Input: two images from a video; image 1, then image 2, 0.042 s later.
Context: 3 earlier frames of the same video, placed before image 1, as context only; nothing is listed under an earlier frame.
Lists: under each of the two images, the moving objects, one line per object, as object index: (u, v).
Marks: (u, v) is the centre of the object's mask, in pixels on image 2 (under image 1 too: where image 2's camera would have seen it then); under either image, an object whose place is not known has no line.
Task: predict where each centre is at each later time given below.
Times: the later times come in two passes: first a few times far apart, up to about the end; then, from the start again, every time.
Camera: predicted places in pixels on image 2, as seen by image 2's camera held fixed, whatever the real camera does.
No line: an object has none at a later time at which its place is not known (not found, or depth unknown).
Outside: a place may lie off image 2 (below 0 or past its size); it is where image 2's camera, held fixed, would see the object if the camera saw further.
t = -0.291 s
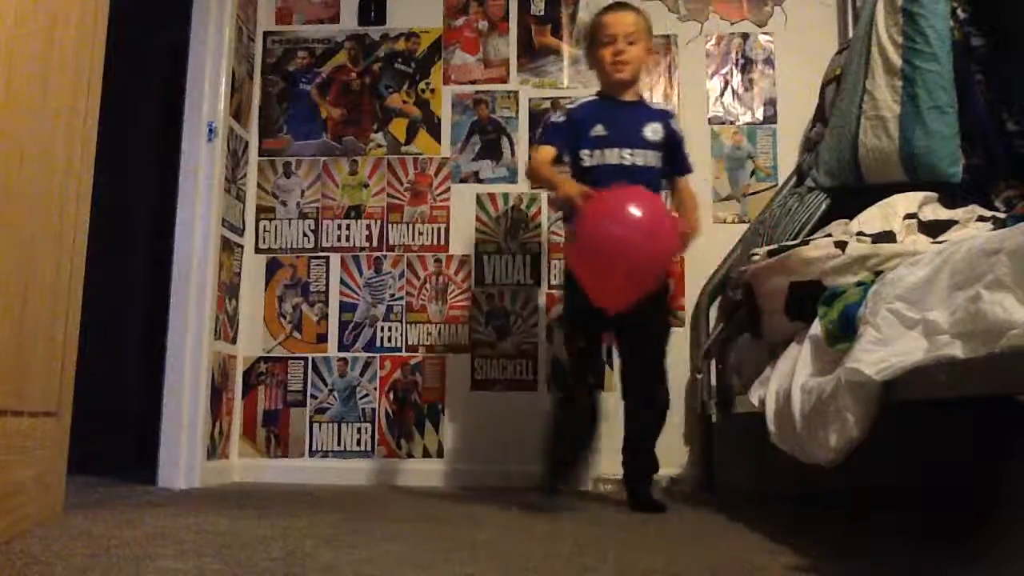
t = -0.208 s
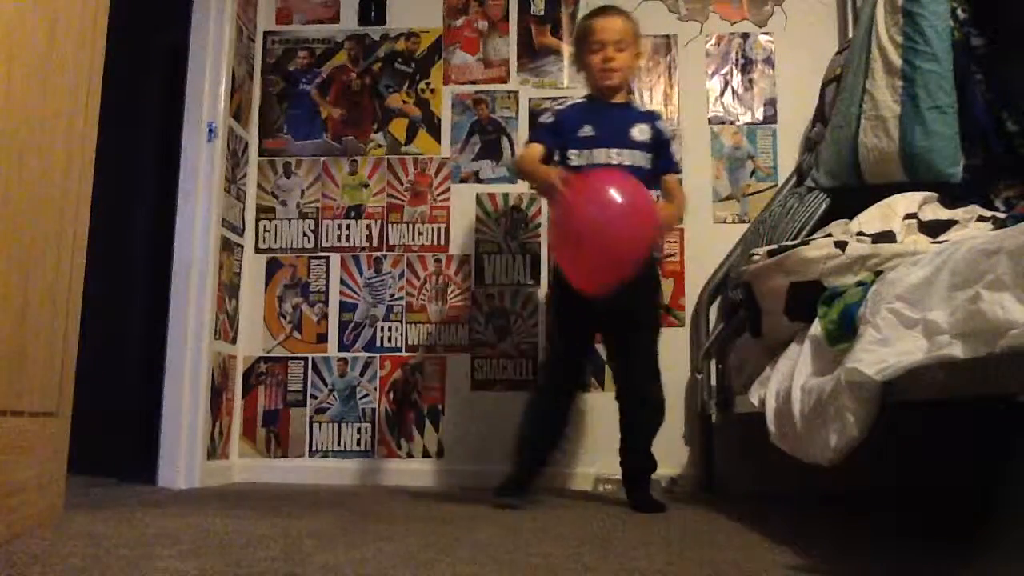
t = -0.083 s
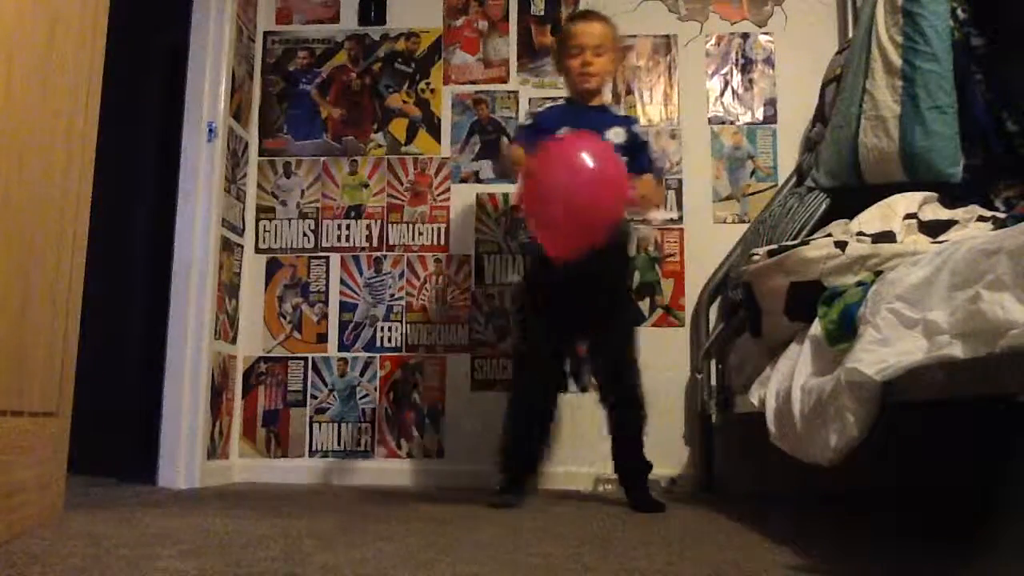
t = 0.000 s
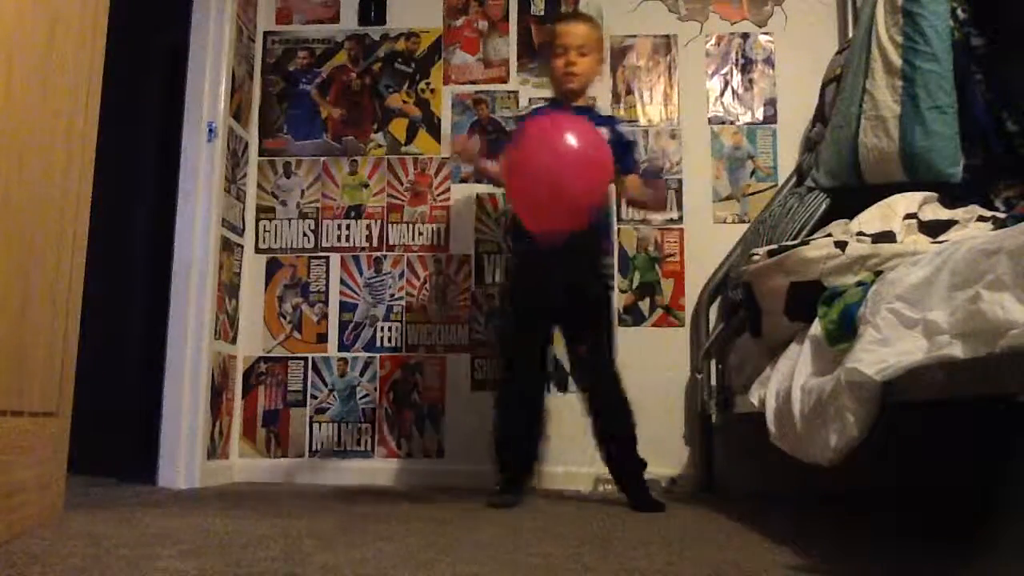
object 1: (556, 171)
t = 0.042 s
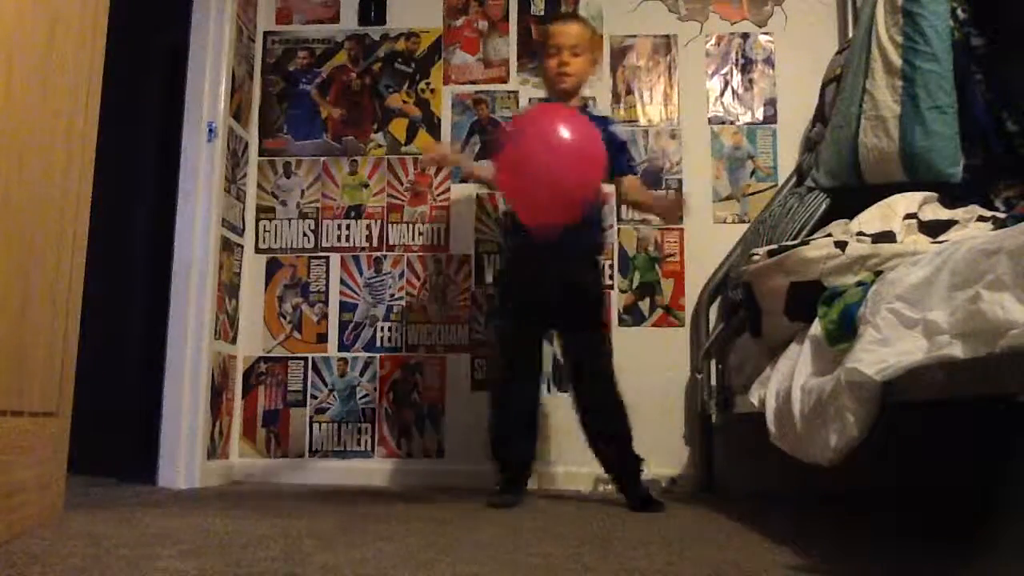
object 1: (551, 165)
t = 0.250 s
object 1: (518, 151)
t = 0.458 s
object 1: (491, 176)
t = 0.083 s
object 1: (543, 159)
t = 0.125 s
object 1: (537, 155)
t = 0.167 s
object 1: (530, 152)
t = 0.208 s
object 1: (524, 151)
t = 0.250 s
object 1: (518, 151)
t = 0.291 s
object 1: (513, 153)
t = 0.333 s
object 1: (507, 156)
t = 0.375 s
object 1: (501, 161)
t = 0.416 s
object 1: (495, 168)
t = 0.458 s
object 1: (491, 176)
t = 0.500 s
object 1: (486, 185)
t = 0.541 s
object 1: (481, 197)
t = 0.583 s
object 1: (477, 211)
